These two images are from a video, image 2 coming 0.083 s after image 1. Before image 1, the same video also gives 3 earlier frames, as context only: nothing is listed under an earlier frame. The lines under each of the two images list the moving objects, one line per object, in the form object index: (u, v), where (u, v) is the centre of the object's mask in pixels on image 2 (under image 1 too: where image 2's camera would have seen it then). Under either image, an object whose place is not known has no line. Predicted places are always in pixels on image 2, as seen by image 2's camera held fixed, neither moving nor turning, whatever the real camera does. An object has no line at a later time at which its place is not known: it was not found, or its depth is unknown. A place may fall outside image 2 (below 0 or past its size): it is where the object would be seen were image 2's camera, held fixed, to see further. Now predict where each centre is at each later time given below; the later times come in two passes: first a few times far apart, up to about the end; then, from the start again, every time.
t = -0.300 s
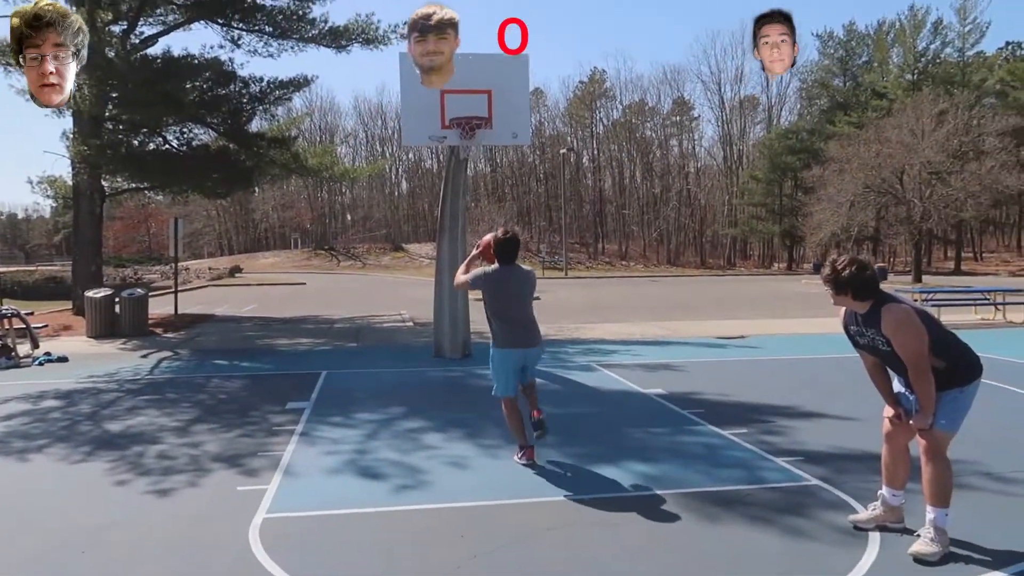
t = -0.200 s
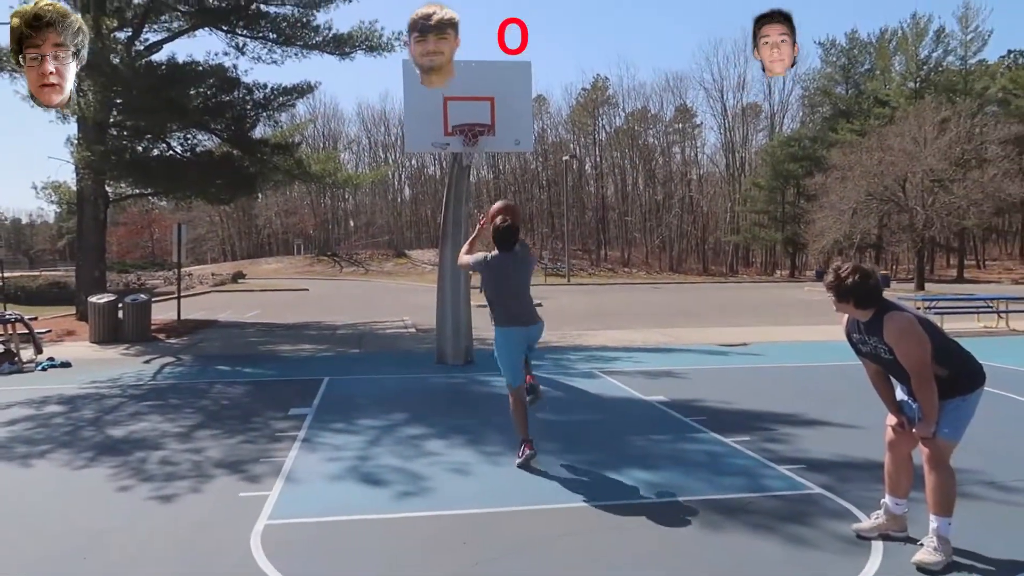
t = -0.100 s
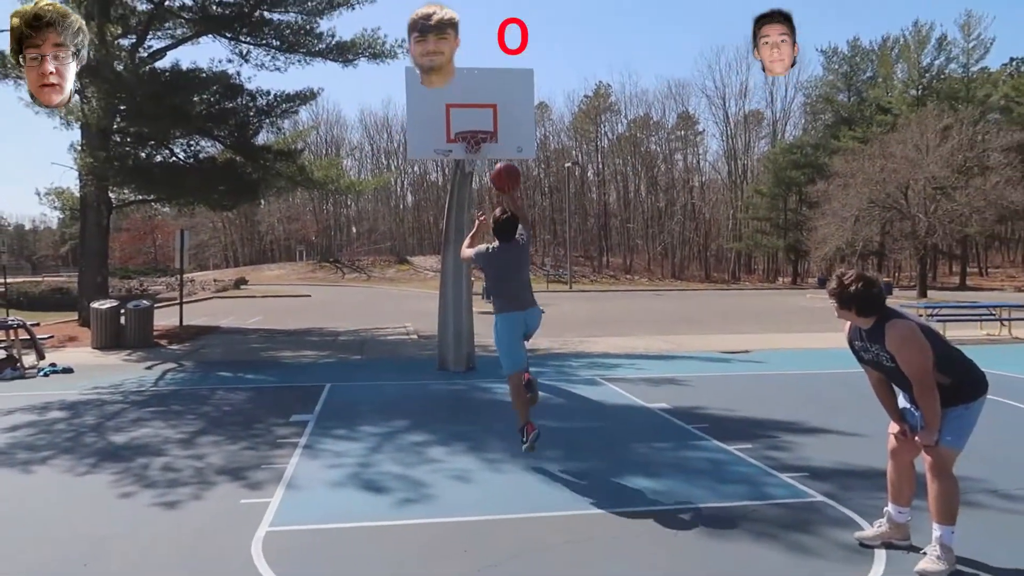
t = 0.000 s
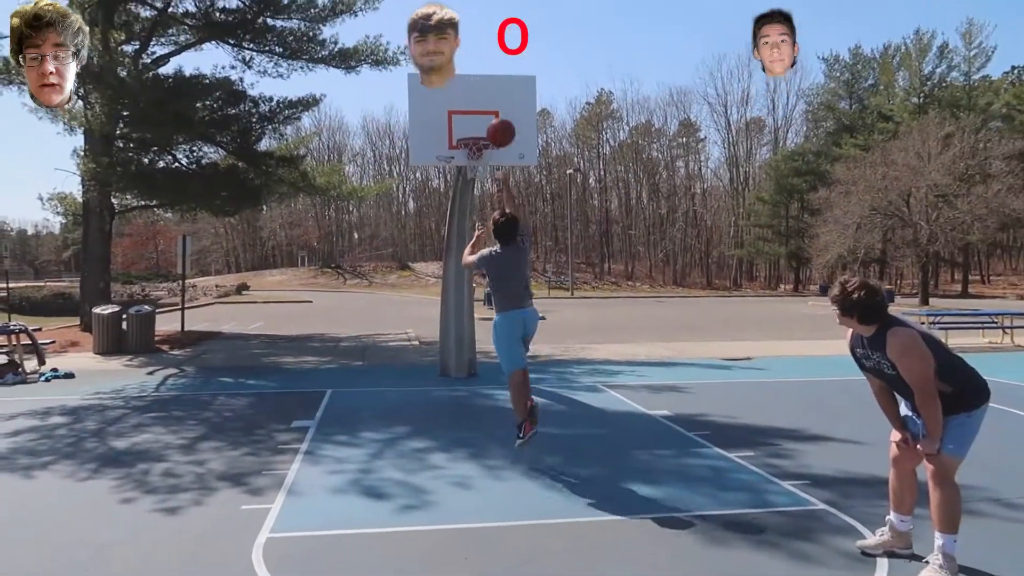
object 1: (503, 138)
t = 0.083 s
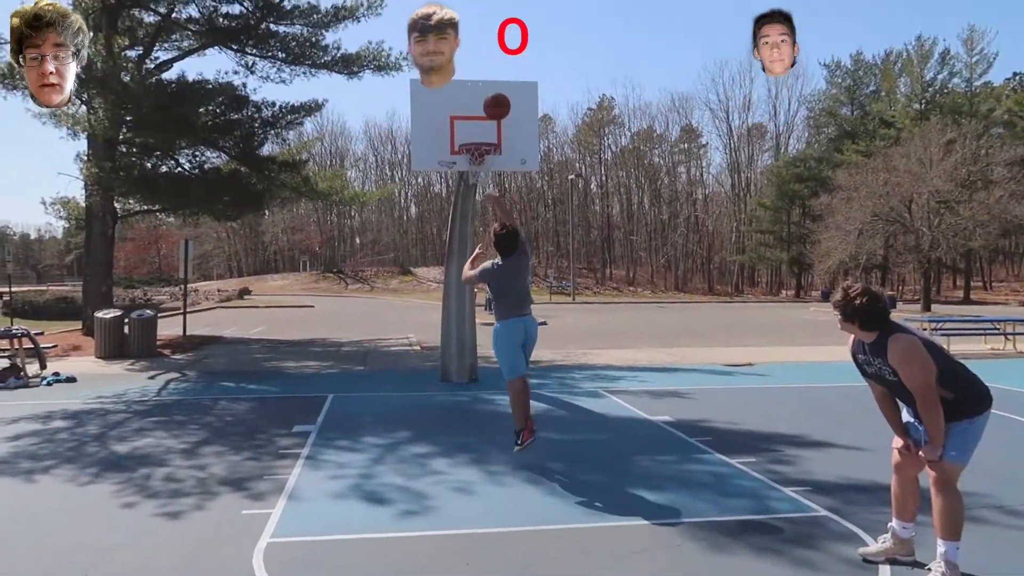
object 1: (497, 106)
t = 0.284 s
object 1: (485, 70)
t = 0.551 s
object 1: (474, 88)
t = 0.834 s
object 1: (478, 141)
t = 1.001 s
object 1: (485, 159)
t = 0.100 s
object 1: (496, 101)
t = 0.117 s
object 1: (495, 97)
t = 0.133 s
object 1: (494, 92)
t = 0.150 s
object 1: (493, 88)
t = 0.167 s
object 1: (491, 85)
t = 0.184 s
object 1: (491, 82)
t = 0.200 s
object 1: (489, 79)
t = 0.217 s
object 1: (489, 76)
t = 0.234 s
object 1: (488, 74)
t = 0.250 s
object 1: (487, 72)
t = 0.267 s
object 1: (486, 71)
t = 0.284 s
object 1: (485, 70)
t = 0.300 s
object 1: (484, 69)
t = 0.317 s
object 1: (483, 68)
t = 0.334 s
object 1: (483, 68)
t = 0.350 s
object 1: (482, 68)
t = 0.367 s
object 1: (481, 69)
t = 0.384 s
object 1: (480, 69)
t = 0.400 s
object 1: (480, 70)
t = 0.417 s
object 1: (479, 71)
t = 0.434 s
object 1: (478, 72)
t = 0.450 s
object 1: (478, 74)
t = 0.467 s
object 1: (477, 76)
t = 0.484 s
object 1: (476, 78)
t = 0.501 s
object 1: (476, 80)
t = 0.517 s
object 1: (475, 82)
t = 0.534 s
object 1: (475, 85)
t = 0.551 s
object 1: (474, 88)
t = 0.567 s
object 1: (474, 91)
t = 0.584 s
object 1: (473, 94)
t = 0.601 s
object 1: (473, 98)
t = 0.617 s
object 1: (472, 101)
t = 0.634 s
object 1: (471, 105)
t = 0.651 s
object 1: (471, 109)
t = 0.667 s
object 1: (470, 113)
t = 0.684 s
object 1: (470, 118)
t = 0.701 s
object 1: (470, 121)
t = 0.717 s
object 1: (470, 124)
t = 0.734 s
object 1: (471, 127)
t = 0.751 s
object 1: (472, 129)
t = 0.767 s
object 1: (473, 132)
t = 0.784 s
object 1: (474, 135)
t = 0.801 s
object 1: (475, 137)
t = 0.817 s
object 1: (476, 140)
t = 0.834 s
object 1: (478, 141)
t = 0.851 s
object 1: (480, 142)
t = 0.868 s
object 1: (483, 143)
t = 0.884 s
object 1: (483, 153)
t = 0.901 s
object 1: (488, 152)
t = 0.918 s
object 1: (494, 157)
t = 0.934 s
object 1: (493, 161)
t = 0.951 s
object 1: (483, 154)
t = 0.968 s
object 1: (485, 160)
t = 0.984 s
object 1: (486, 160)
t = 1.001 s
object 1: (485, 159)
